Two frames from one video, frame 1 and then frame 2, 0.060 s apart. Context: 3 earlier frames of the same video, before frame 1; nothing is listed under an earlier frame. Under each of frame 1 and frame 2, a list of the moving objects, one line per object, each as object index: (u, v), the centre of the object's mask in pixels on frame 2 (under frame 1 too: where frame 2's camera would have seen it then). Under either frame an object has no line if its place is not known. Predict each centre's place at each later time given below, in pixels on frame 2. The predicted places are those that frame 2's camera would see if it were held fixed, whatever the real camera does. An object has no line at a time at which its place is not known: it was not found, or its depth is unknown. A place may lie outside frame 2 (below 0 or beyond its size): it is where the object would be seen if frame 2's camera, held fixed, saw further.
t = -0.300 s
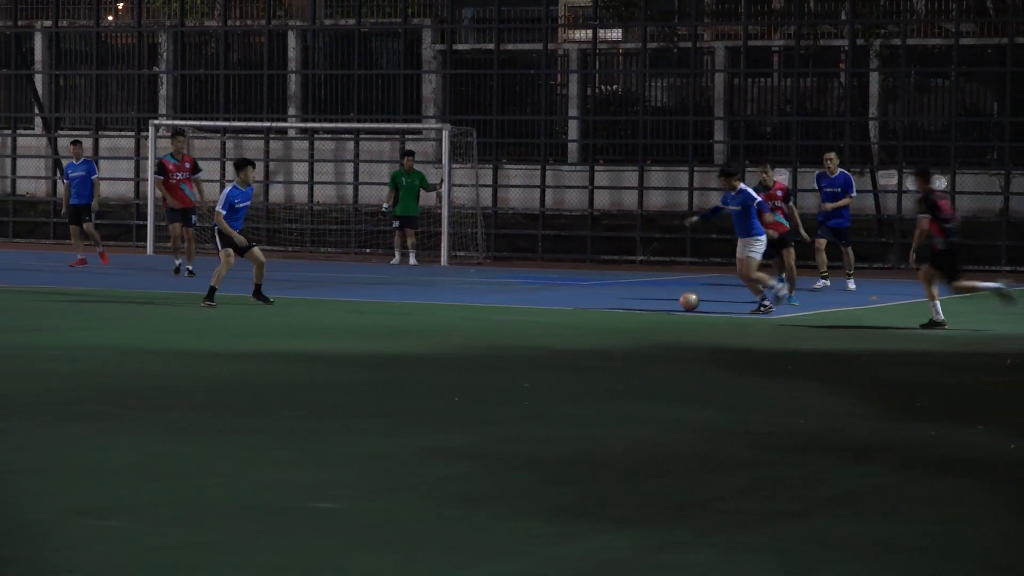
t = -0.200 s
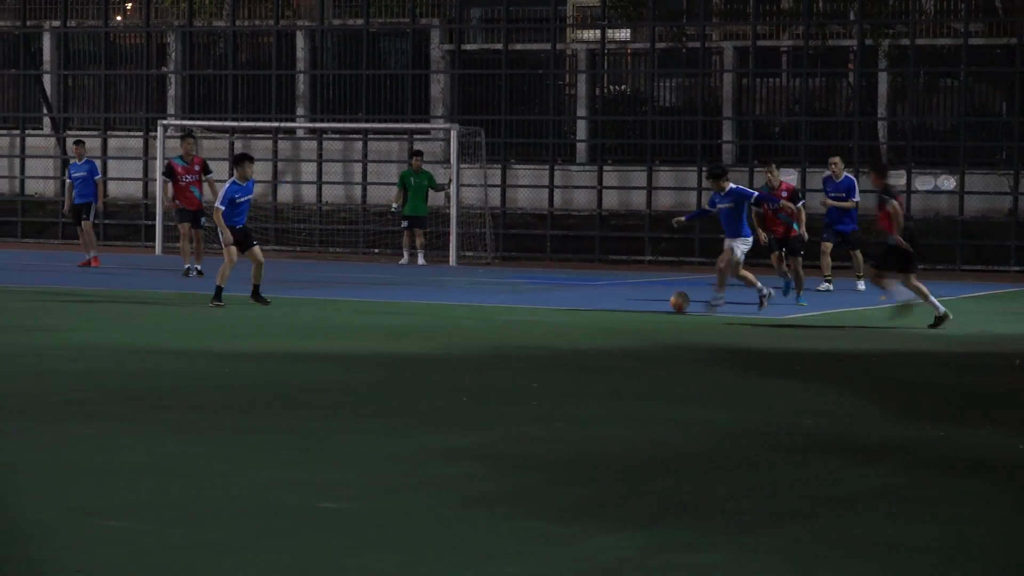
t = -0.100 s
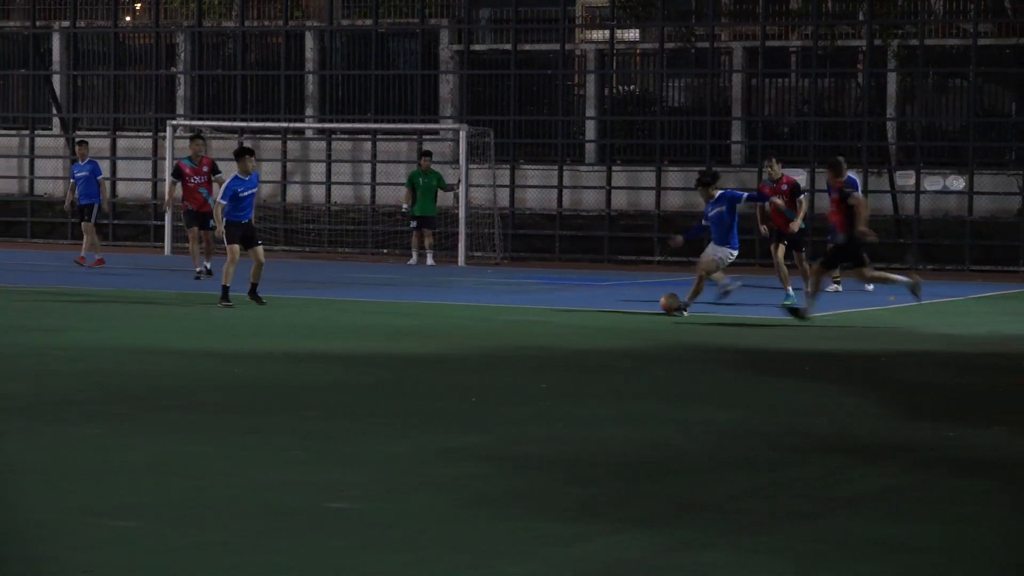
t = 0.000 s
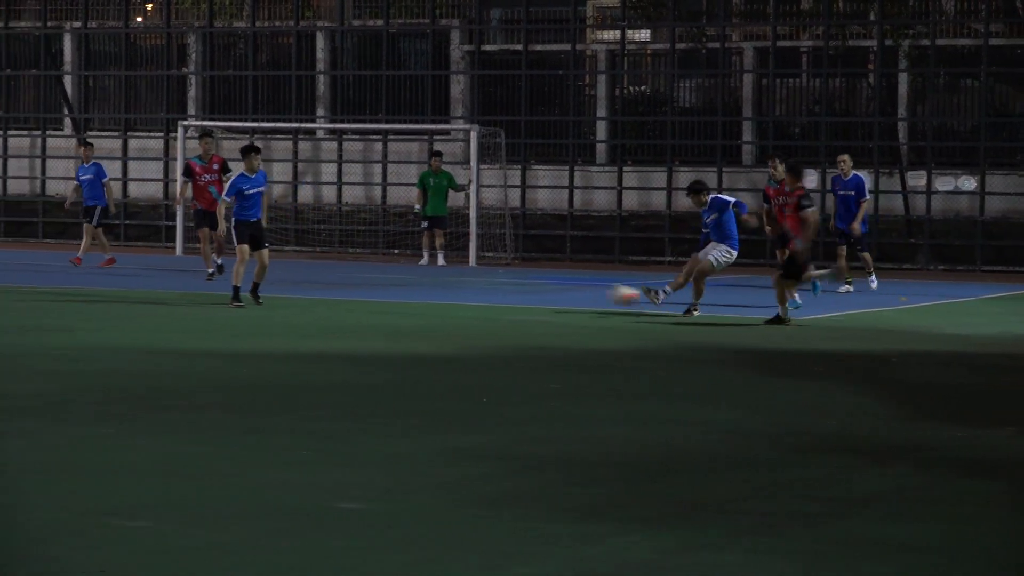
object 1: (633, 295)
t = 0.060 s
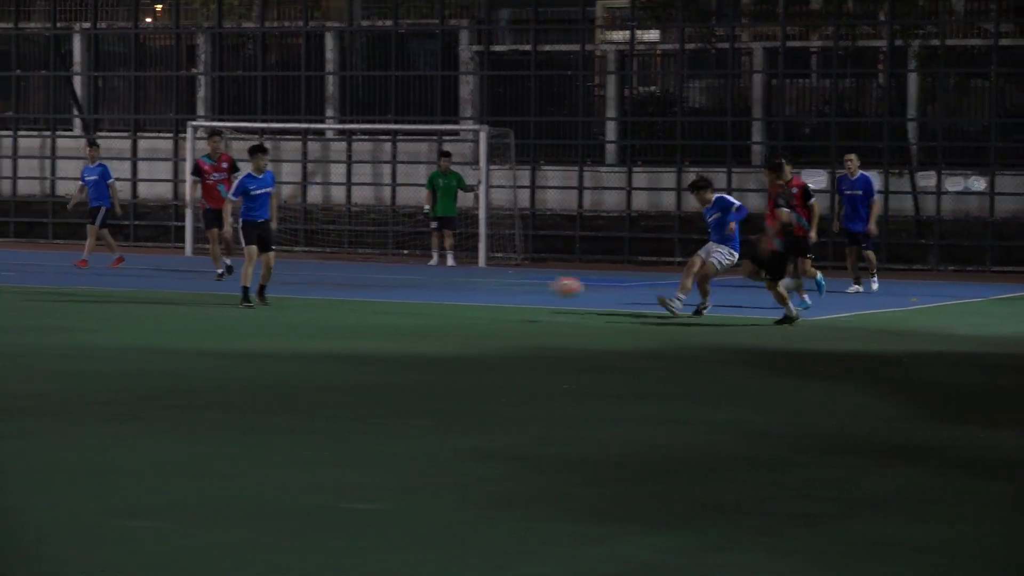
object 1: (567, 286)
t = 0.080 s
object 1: (544, 285)
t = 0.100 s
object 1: (523, 284)
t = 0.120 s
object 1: (499, 283)
